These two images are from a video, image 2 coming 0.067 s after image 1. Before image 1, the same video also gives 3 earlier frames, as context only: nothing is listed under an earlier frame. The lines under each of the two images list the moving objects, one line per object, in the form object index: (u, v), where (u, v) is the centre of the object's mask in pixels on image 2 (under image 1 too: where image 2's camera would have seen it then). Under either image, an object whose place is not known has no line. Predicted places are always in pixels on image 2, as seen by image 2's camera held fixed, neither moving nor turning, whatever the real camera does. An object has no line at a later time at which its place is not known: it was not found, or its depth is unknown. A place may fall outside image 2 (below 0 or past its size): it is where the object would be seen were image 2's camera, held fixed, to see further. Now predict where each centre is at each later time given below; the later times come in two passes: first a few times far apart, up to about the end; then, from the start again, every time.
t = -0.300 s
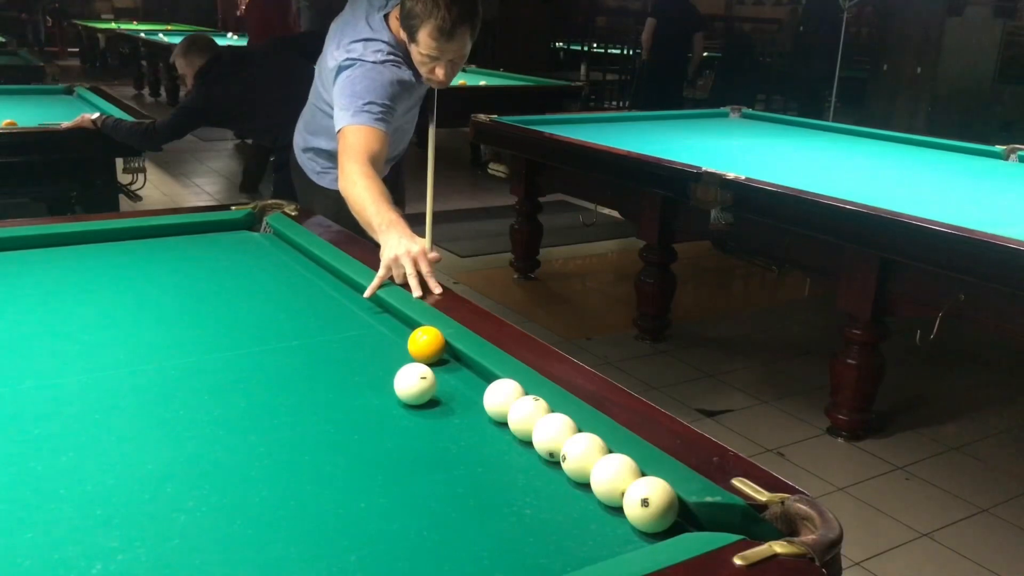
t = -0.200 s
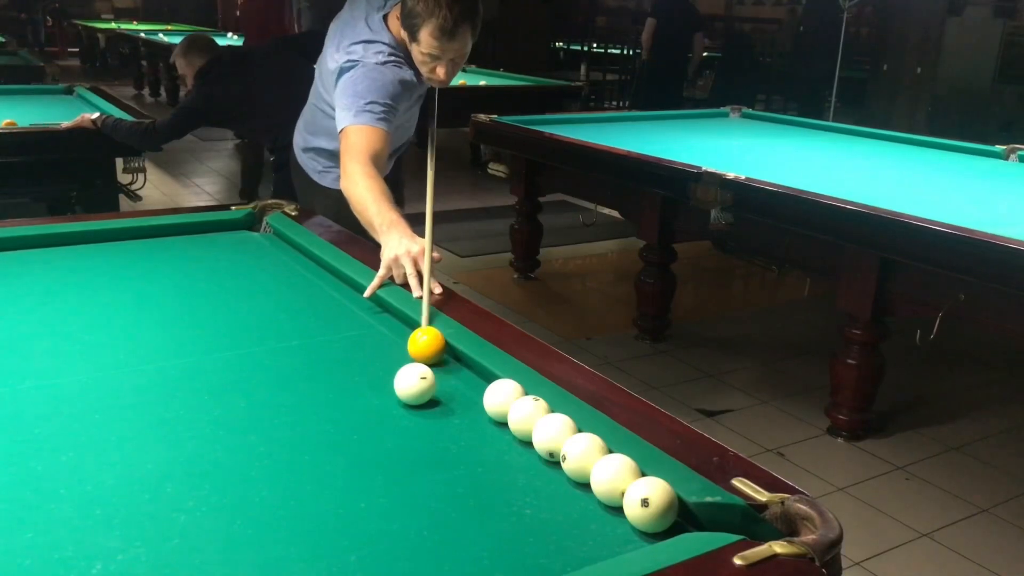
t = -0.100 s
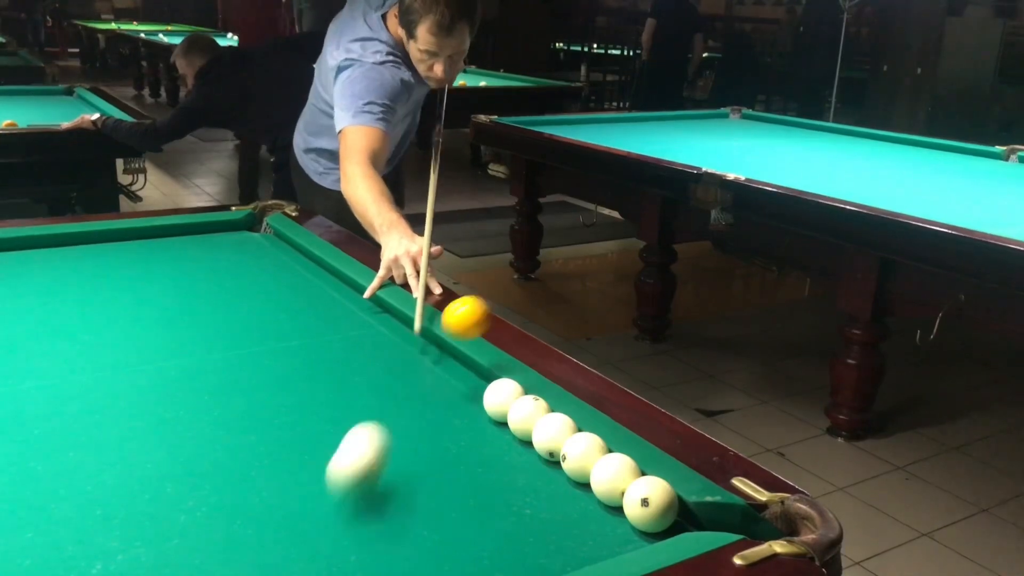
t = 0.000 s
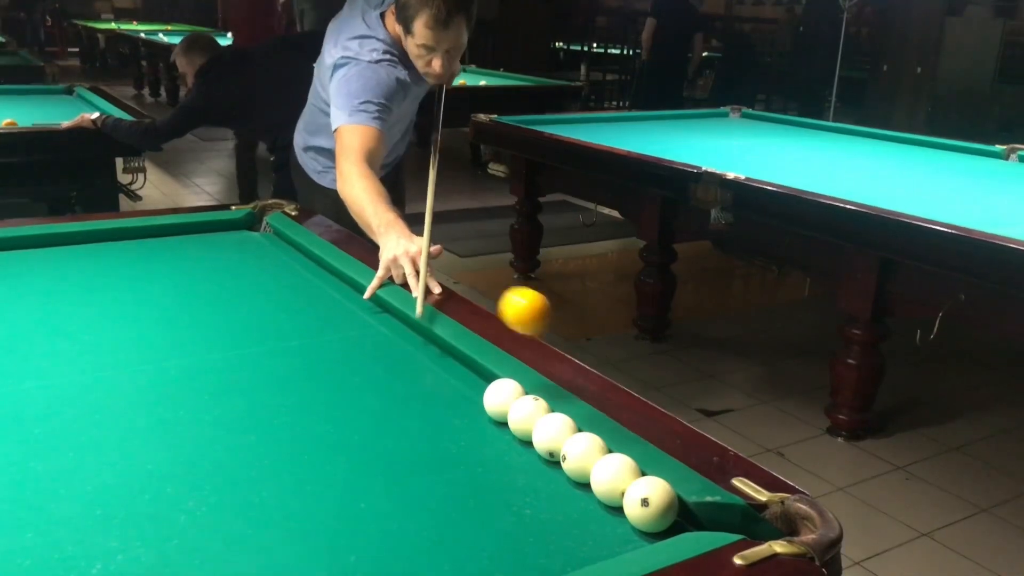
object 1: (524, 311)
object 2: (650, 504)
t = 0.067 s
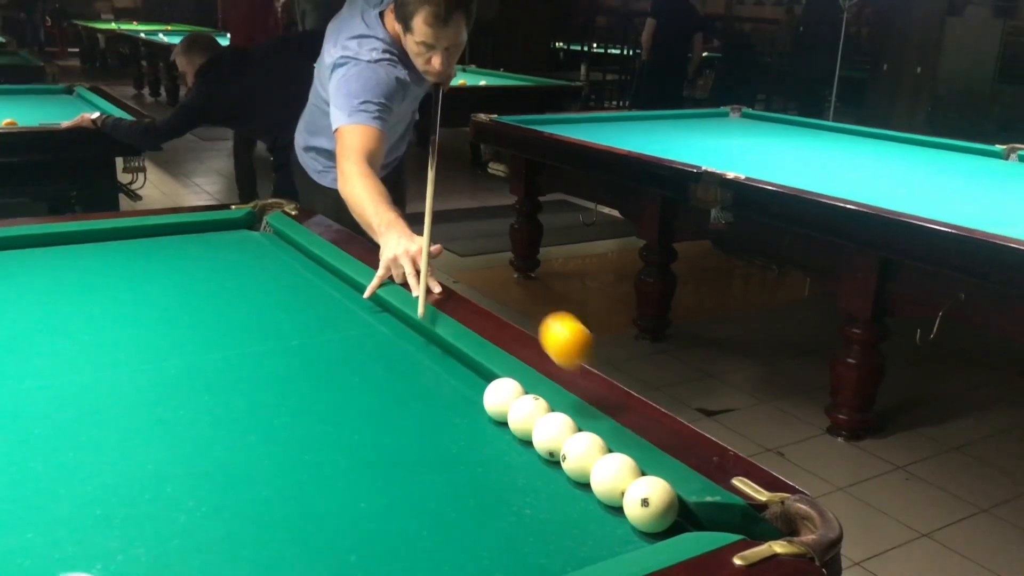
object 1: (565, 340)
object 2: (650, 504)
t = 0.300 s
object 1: (660, 442)
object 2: (650, 504)
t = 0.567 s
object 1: (778, 522)
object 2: (630, 529)
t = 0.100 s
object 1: (587, 368)
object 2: (650, 504)
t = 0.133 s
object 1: (608, 402)
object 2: (650, 504)
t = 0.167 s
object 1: (621, 400)
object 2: (650, 504)
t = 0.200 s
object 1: (631, 399)
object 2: (650, 504)
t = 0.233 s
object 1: (641, 405)
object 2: (650, 504)
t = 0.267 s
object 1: (650, 419)
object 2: (650, 504)
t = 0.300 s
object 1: (660, 442)
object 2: (650, 504)
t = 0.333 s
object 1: (675, 448)
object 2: (649, 506)
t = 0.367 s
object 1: (689, 454)
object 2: (648, 513)
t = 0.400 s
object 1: (704, 465)
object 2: (646, 516)
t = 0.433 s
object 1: (718, 463)
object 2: (645, 520)
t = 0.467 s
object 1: (733, 470)
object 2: (643, 524)
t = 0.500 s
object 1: (750, 486)
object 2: (641, 527)
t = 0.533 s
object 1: (766, 507)
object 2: (636, 527)
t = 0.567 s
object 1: (778, 522)
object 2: (630, 529)
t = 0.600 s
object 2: (624, 530)
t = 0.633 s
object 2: (619, 529)
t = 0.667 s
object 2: (613, 530)
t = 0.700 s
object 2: (608, 531)
